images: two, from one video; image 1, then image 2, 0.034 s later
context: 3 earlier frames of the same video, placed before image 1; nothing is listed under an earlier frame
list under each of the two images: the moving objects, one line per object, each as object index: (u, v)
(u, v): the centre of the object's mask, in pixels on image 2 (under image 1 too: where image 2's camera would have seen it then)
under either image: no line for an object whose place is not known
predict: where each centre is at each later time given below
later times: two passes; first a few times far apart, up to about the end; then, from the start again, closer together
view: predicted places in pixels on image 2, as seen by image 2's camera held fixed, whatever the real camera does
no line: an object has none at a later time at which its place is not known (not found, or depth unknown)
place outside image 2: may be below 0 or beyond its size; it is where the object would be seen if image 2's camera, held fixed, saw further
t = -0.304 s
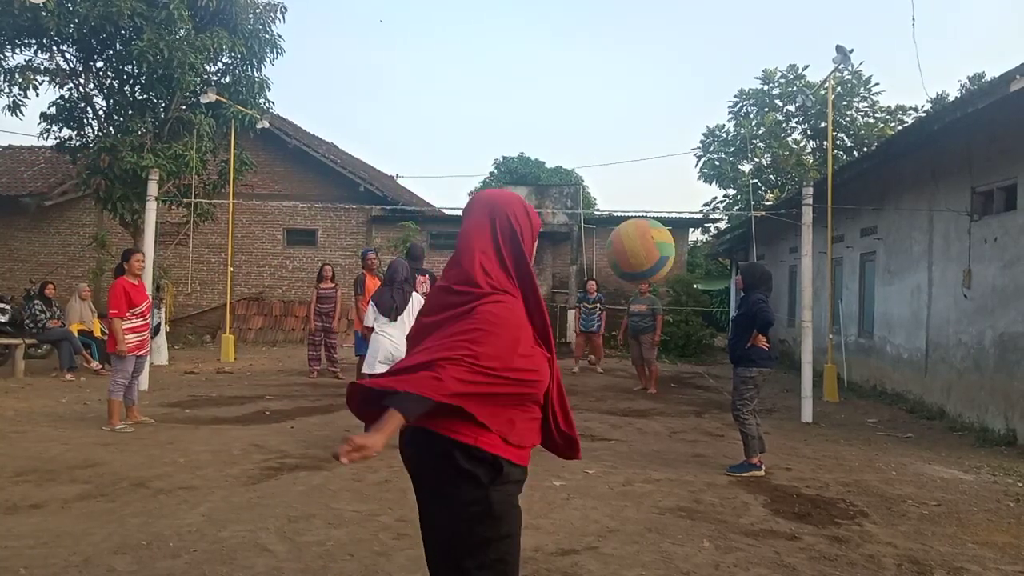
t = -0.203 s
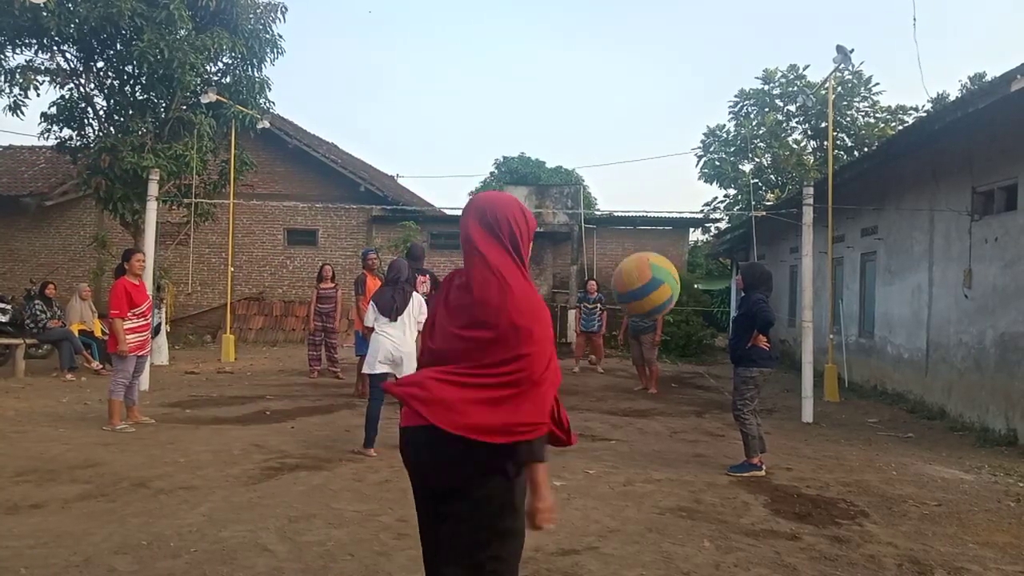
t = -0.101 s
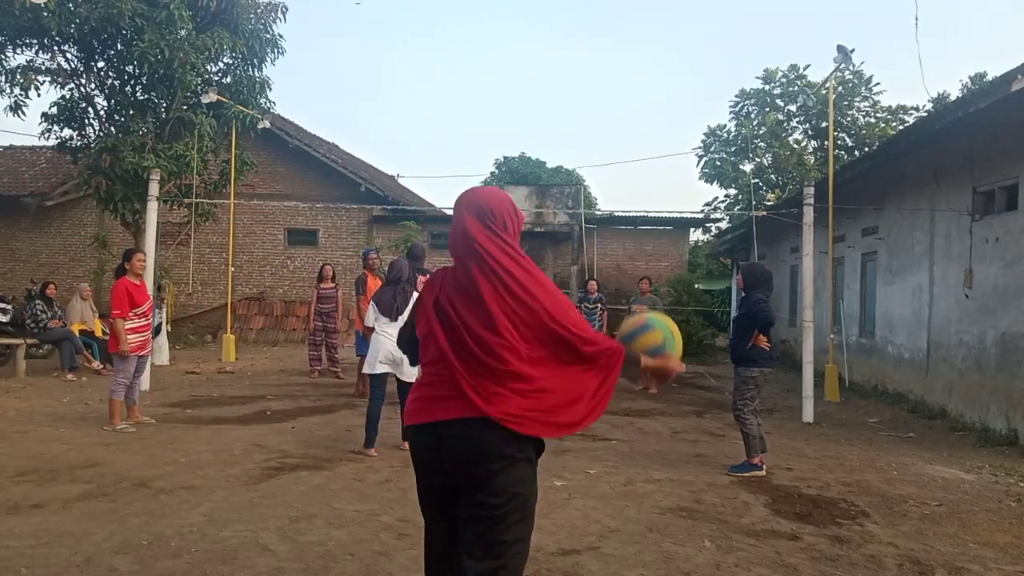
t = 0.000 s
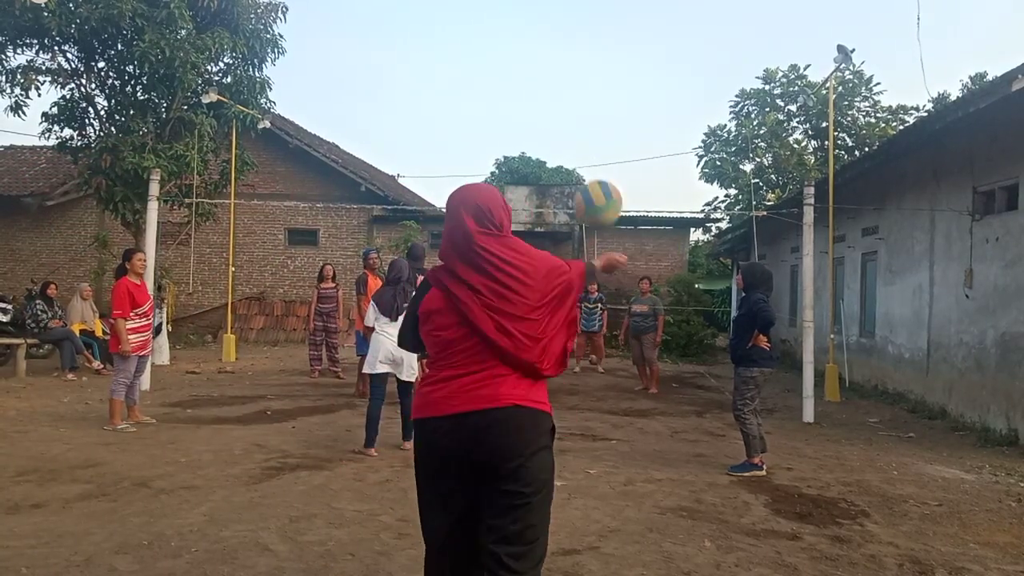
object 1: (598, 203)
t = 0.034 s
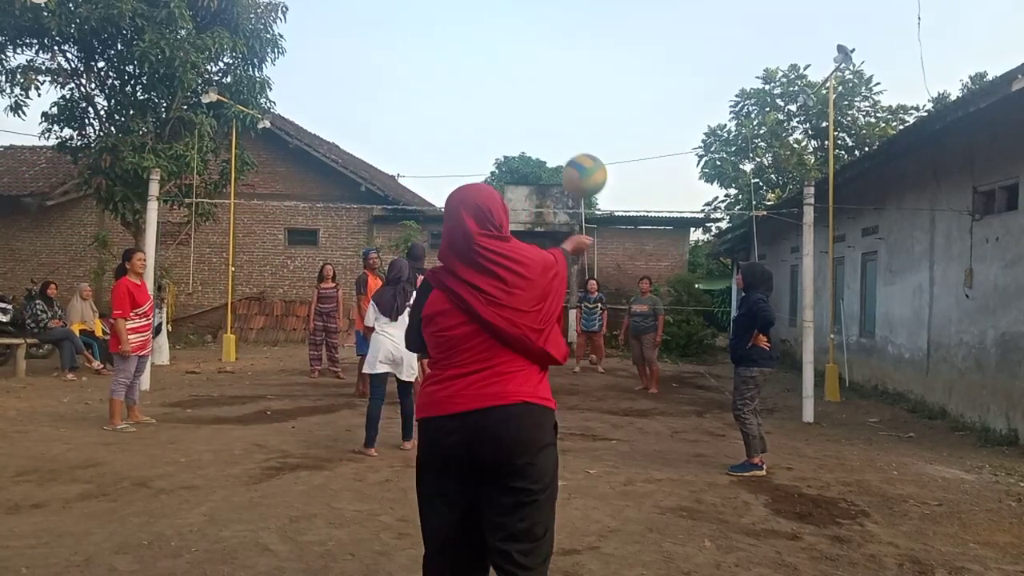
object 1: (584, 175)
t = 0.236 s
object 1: (523, 106)
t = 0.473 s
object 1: (477, 120)
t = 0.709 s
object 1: (443, 176)
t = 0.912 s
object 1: (422, 238)
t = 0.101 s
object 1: (561, 138)
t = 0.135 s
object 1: (550, 125)
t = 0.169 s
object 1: (540, 117)
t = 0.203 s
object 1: (532, 110)
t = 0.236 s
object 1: (523, 106)
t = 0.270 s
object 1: (515, 105)
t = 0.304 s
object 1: (507, 104)
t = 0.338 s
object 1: (501, 105)
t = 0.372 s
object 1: (494, 108)
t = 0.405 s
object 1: (488, 111)
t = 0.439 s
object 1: (482, 116)
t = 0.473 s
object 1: (477, 120)
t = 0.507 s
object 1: (472, 127)
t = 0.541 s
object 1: (466, 133)
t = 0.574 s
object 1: (462, 141)
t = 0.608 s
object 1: (457, 149)
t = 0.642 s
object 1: (452, 157)
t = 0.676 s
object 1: (448, 167)
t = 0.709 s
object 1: (443, 176)
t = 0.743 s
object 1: (439, 186)
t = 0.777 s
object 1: (436, 196)
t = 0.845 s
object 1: (428, 217)
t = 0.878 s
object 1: (425, 227)
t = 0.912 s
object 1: (422, 238)
